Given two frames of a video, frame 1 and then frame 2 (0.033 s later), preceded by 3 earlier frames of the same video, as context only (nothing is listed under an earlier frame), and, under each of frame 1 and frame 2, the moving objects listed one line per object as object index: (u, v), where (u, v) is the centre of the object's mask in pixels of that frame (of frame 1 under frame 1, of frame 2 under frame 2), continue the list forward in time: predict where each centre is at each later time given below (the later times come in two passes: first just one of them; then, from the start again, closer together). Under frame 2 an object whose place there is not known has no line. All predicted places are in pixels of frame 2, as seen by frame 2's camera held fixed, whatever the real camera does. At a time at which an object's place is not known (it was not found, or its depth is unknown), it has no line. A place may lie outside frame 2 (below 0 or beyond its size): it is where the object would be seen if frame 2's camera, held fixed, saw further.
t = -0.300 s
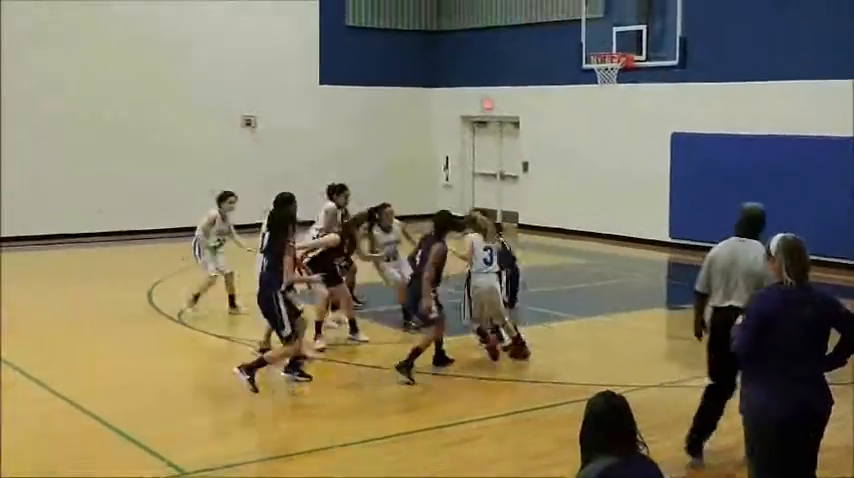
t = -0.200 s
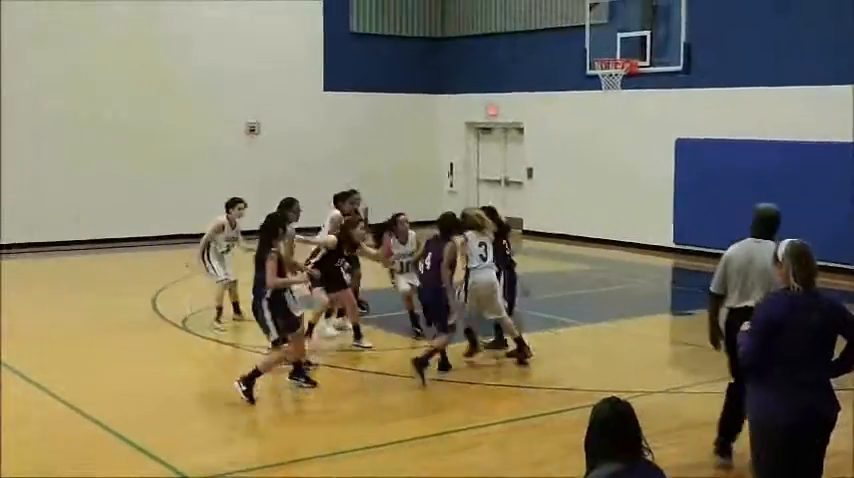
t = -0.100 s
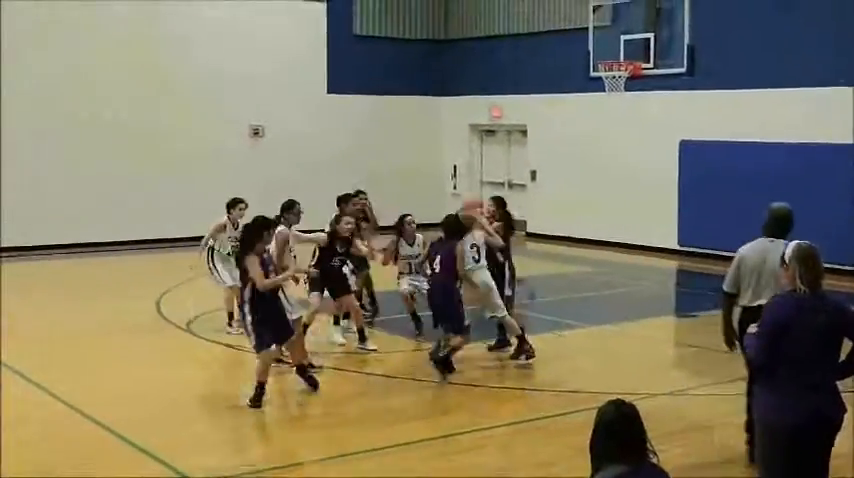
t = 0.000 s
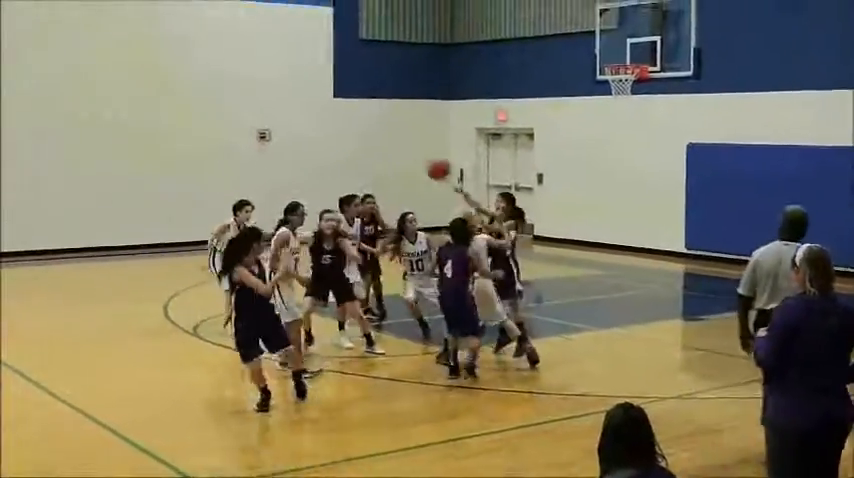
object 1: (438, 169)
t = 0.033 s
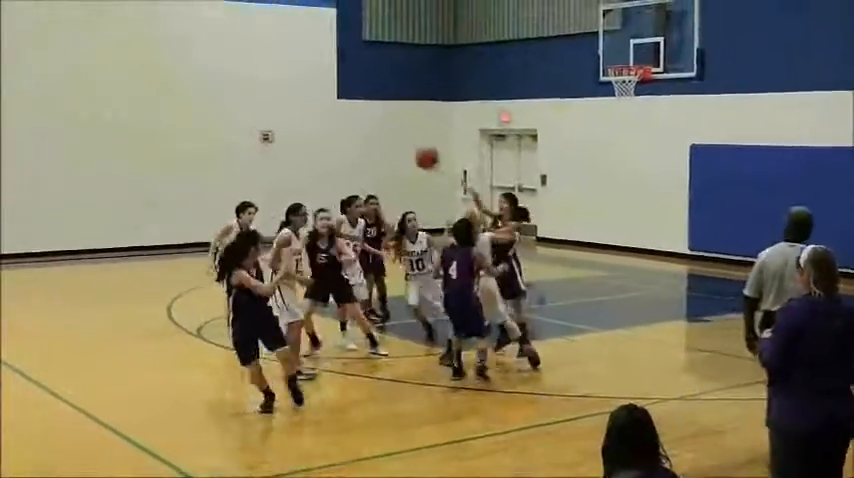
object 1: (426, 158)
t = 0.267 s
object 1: (304, 92)
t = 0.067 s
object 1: (411, 146)
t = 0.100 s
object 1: (394, 135)
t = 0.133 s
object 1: (377, 123)
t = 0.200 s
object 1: (342, 105)
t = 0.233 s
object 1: (323, 98)
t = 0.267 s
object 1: (304, 92)
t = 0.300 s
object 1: (284, 86)
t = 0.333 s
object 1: (262, 82)
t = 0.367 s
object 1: (242, 79)
